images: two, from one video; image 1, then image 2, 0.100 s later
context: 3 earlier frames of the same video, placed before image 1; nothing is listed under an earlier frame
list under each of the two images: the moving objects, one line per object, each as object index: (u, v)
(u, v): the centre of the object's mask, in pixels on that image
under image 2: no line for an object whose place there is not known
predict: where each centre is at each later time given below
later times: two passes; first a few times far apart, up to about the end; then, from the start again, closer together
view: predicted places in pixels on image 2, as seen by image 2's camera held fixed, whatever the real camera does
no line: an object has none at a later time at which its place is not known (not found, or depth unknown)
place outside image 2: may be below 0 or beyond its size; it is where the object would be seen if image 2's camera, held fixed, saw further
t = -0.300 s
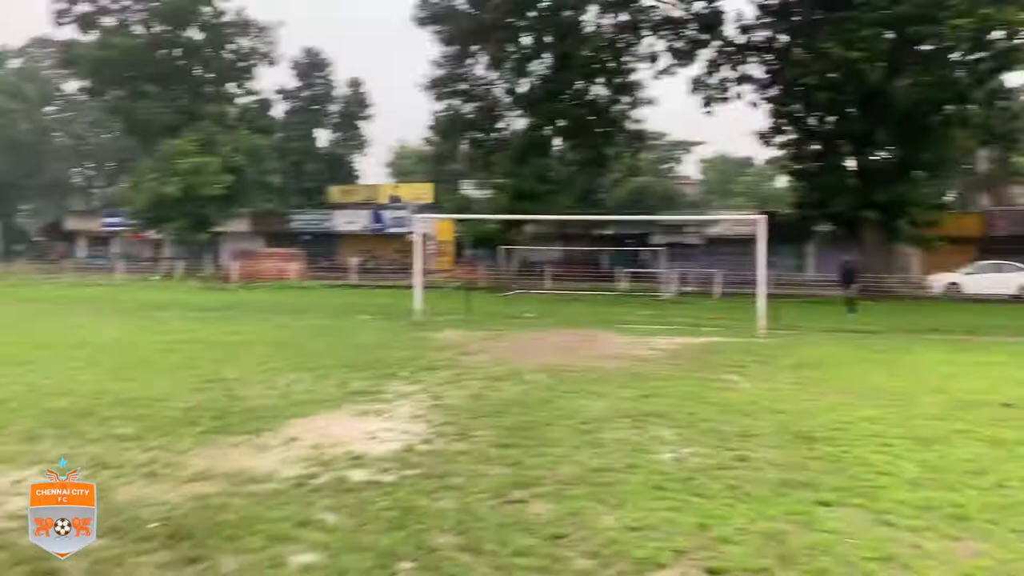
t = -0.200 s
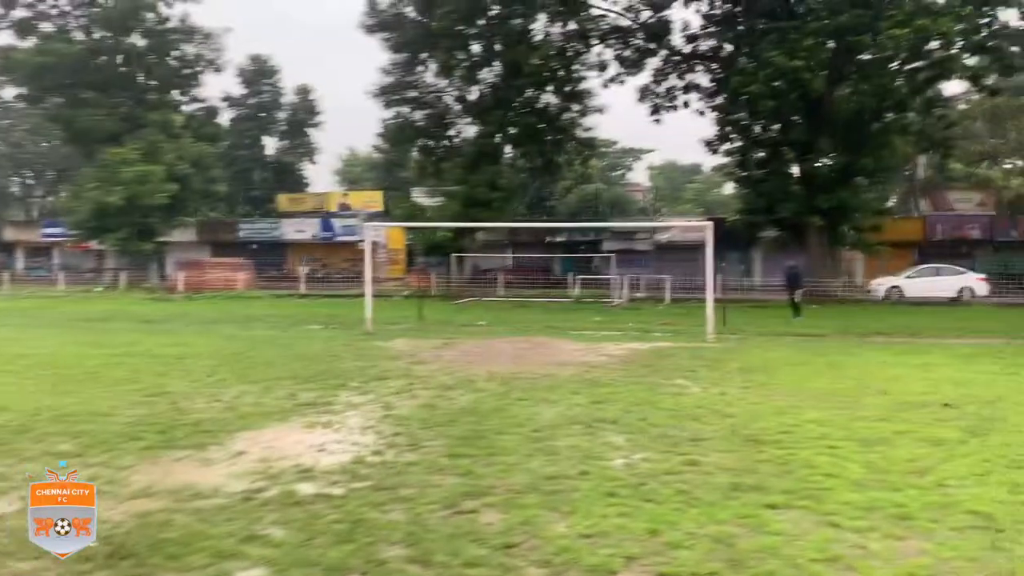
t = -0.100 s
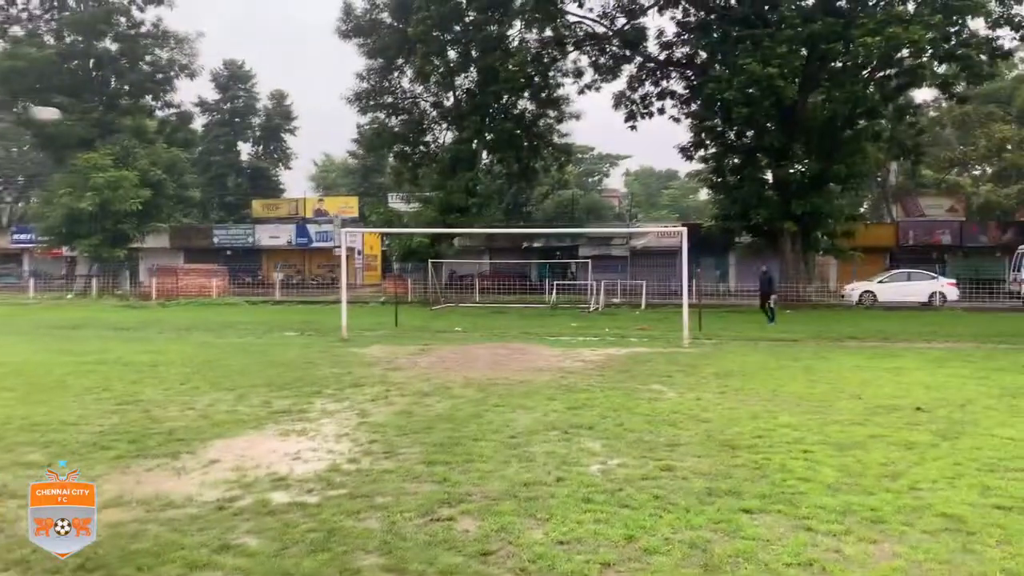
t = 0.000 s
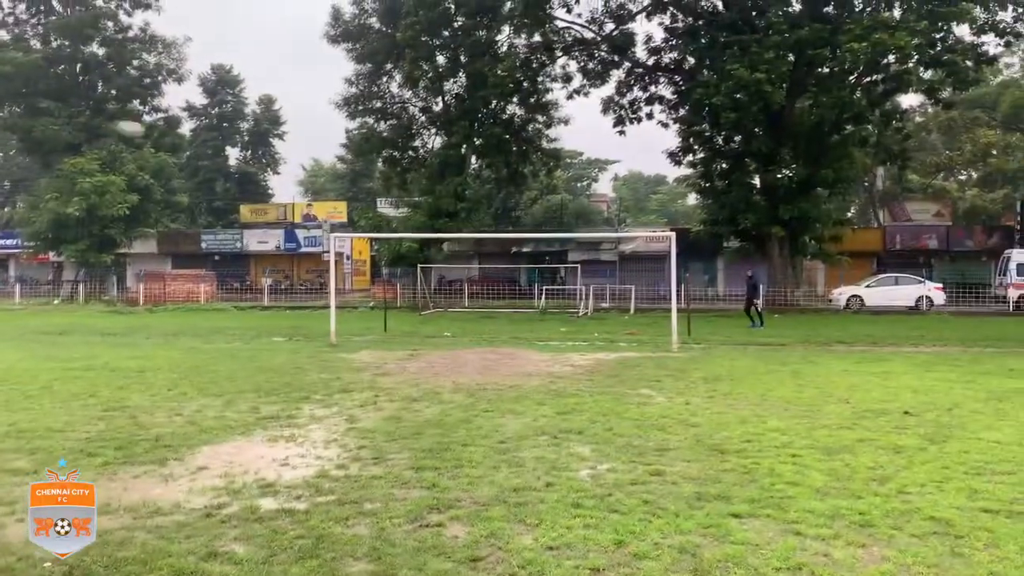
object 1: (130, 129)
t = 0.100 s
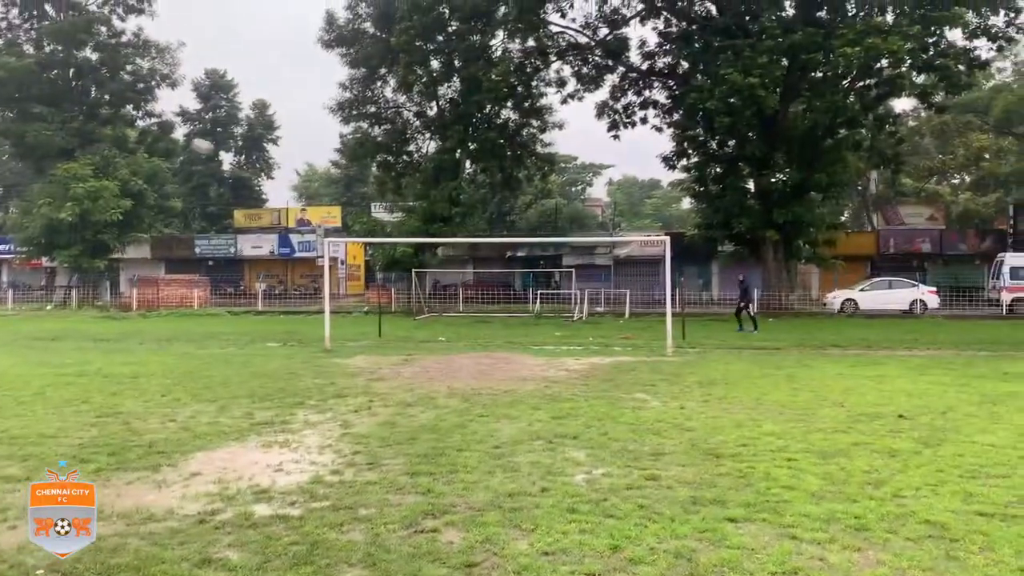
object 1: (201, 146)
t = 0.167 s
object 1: (245, 156)
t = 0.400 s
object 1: (356, 200)
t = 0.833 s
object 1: (434, 327)
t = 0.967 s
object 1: (443, 357)
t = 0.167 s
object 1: (245, 156)
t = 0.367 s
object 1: (343, 193)
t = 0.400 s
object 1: (356, 200)
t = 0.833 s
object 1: (434, 327)
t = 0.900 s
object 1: (442, 358)
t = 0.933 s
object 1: (442, 359)
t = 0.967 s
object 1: (443, 357)
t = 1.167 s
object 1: (451, 362)
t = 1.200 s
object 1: (450, 365)
